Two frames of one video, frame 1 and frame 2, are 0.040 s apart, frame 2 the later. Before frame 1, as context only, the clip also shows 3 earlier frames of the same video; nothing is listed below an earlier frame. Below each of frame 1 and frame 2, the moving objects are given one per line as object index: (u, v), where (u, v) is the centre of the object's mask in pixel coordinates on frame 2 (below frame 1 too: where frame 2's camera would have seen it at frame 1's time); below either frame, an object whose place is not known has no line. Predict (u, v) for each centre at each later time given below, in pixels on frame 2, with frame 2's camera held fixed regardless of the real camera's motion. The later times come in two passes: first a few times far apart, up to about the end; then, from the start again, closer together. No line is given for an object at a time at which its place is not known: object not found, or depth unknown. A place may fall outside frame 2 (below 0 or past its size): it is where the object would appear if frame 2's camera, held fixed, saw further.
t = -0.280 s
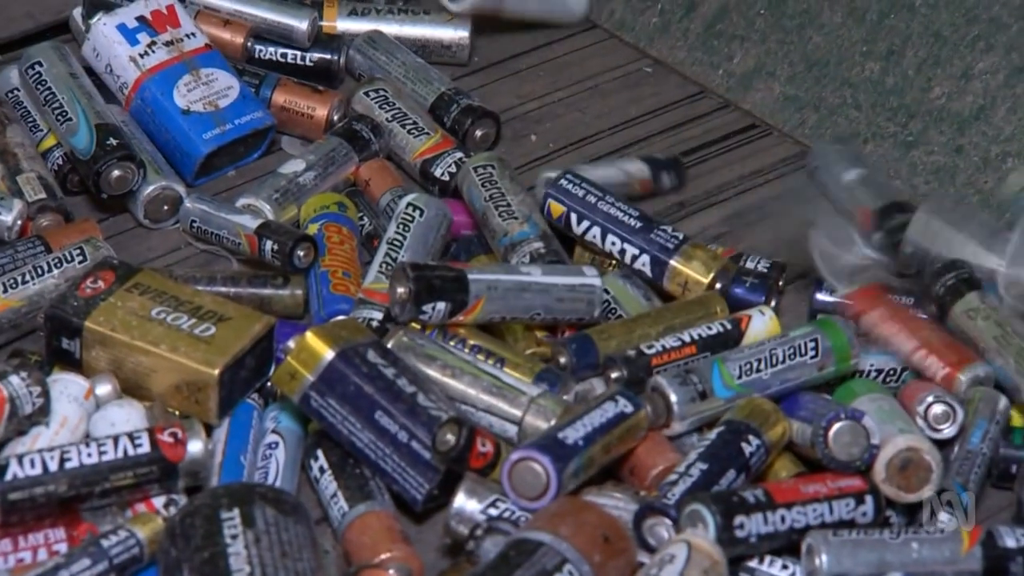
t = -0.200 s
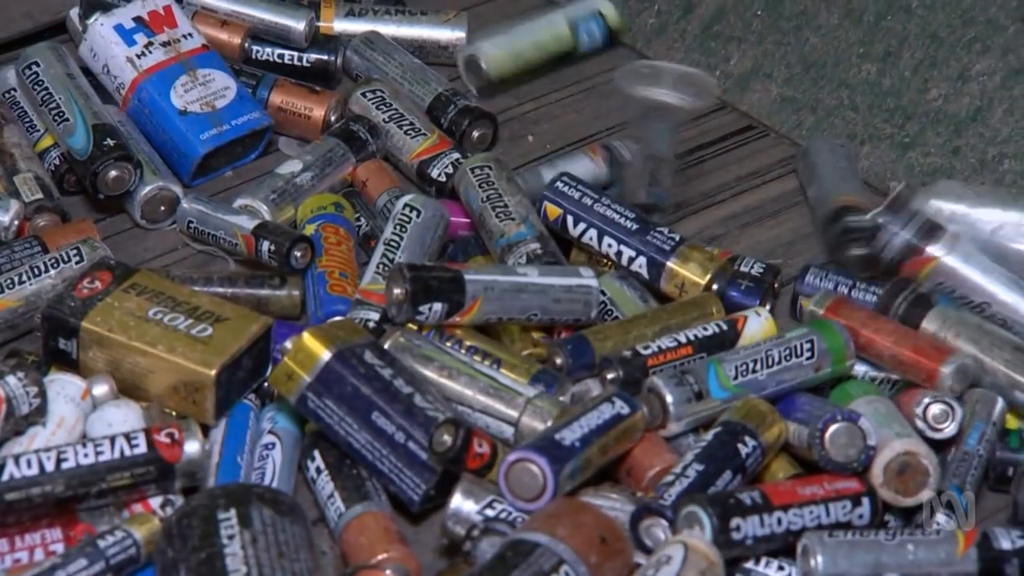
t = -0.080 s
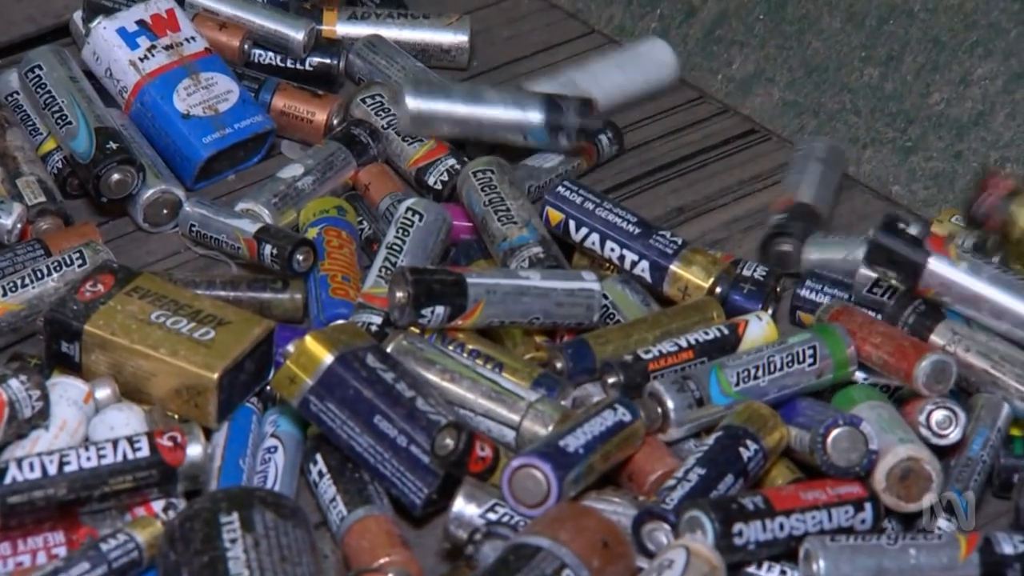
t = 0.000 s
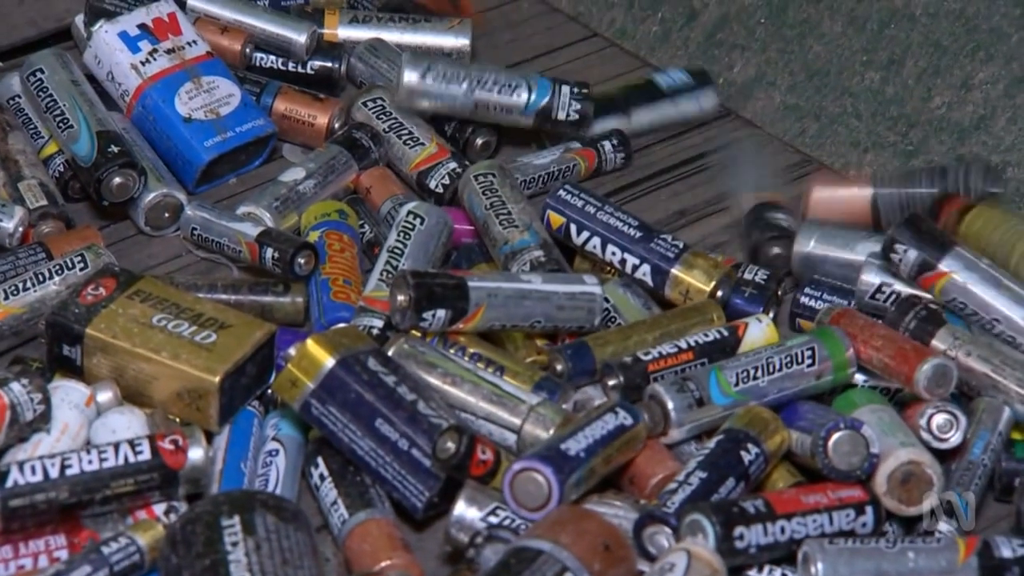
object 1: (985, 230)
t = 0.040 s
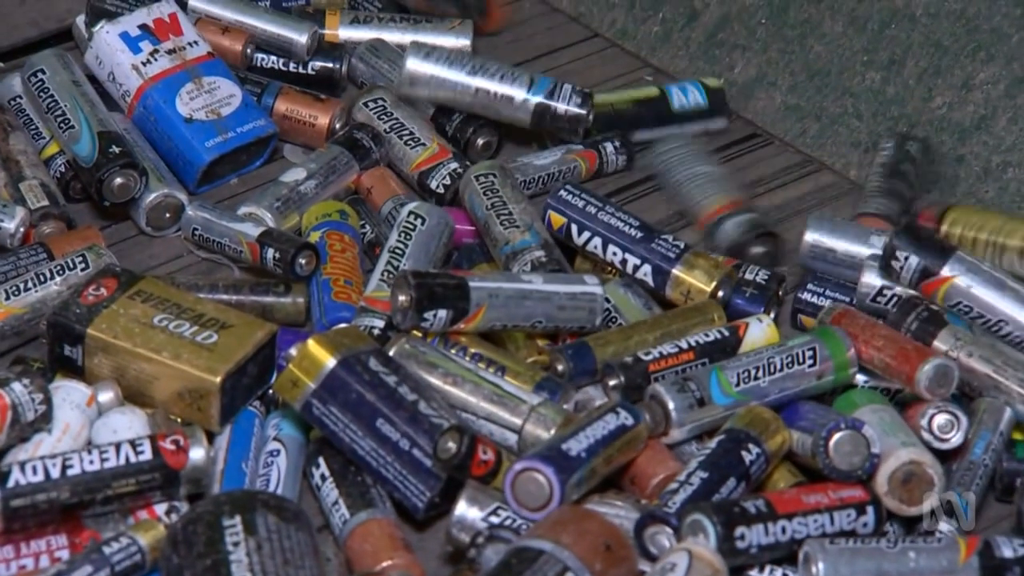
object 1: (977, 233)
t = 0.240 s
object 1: (964, 231)
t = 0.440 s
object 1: (961, 229)
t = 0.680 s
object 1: (957, 230)
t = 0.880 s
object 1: (951, 228)
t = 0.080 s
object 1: (966, 232)
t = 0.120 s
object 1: (971, 229)
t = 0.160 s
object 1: (969, 230)
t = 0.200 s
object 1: (966, 231)
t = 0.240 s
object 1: (964, 231)
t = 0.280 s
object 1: (964, 231)
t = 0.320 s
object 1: (963, 230)
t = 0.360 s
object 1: (963, 230)
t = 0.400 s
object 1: (963, 230)
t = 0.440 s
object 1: (961, 229)
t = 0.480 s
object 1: (956, 229)
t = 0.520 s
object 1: (956, 230)
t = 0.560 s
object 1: (957, 230)
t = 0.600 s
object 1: (958, 230)
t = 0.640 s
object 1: (957, 230)
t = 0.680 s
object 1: (957, 230)
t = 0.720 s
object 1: (955, 229)
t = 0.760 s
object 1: (954, 229)
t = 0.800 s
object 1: (953, 229)
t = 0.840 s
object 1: (952, 229)
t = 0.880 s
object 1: (951, 228)
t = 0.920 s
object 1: (950, 228)
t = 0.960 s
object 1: (947, 227)
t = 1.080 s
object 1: (945, 226)
